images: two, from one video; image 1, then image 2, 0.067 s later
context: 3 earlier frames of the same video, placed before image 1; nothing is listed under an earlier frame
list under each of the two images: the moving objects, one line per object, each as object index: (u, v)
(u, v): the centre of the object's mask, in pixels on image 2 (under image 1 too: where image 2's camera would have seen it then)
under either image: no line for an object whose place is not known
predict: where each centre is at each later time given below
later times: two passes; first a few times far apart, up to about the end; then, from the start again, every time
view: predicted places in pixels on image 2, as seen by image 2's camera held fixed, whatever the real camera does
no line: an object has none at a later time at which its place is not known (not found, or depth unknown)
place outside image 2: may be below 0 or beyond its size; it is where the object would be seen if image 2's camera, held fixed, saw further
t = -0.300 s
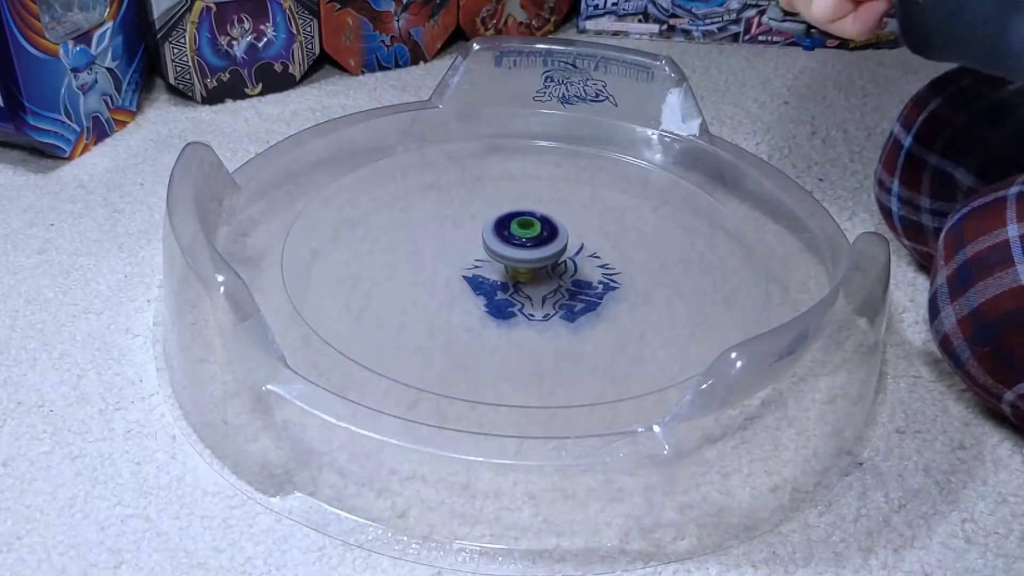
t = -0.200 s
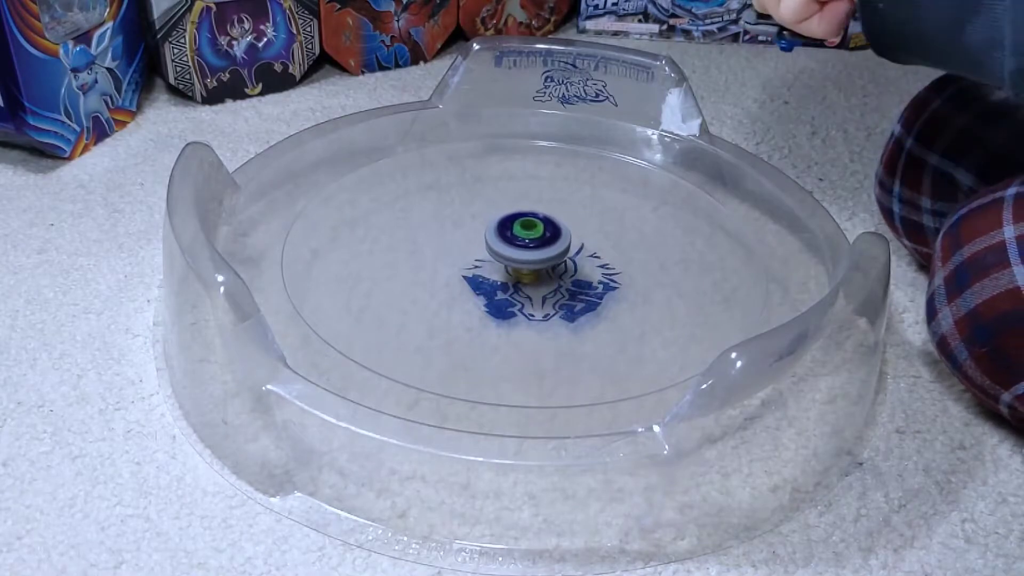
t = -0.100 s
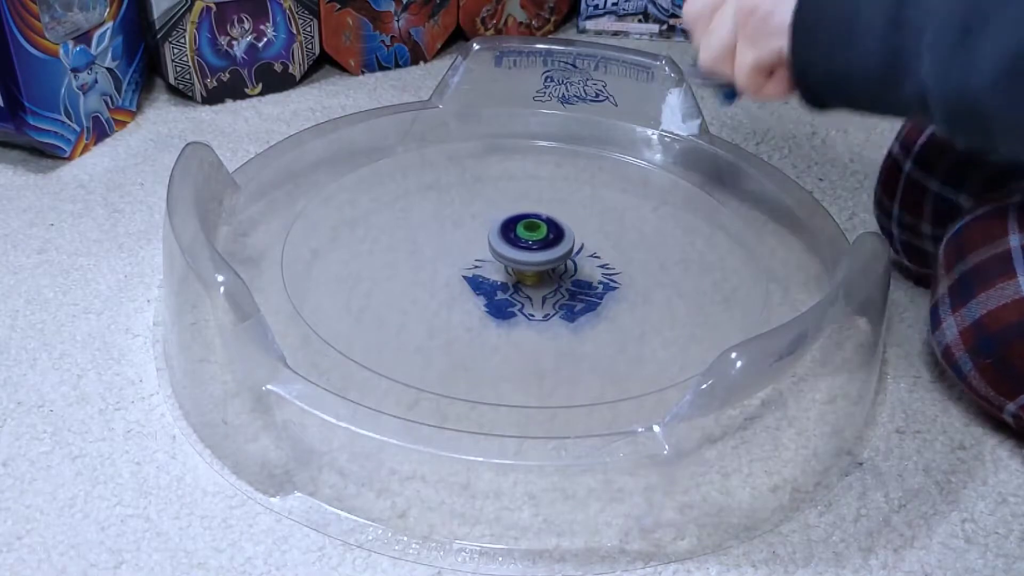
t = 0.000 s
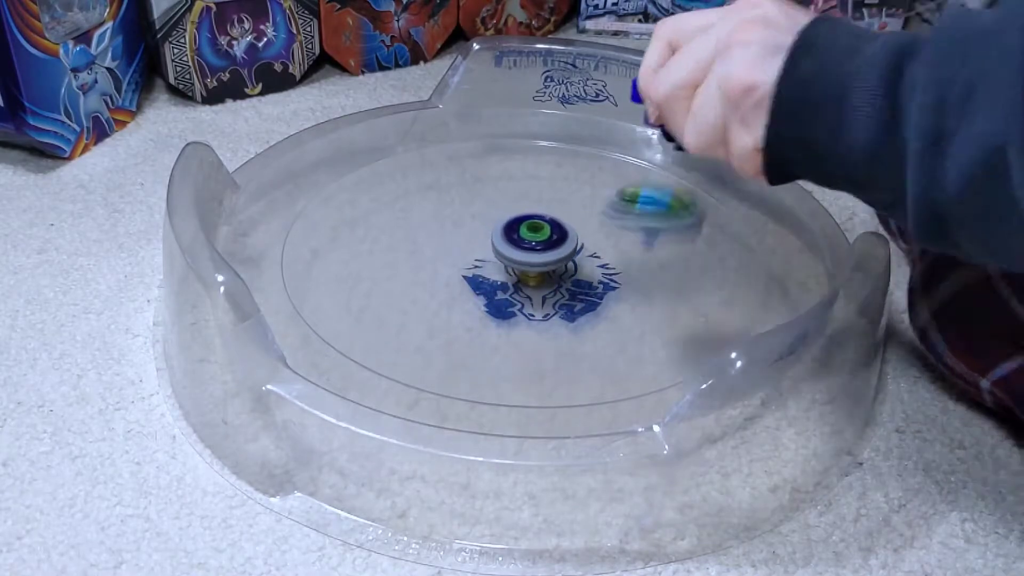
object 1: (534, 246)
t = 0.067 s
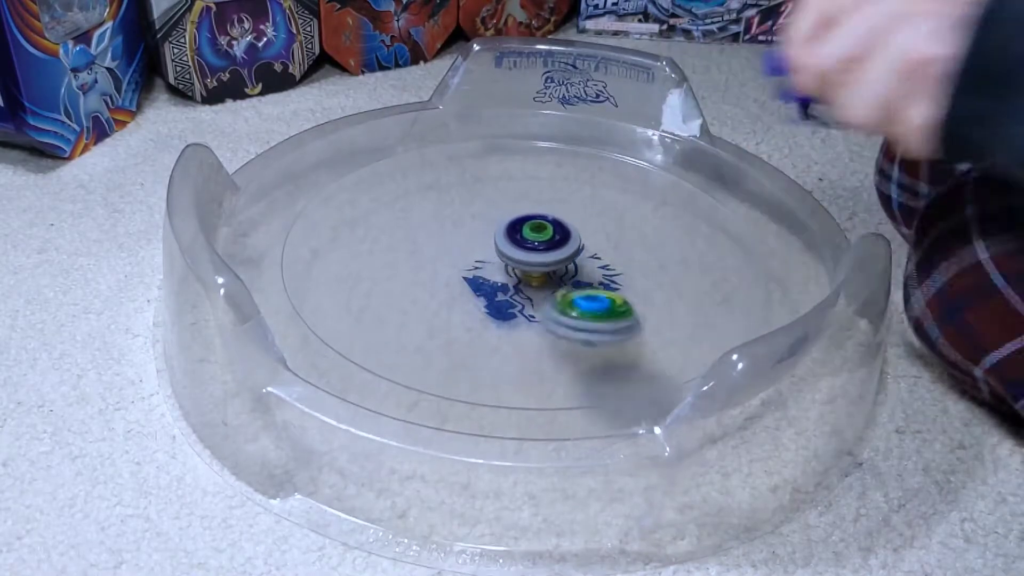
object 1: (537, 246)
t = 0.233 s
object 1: (543, 249)
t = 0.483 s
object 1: (548, 249)
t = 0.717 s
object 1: (546, 250)
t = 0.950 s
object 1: (639, 172)
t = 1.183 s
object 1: (565, 152)
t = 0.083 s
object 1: (538, 246)
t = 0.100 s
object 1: (538, 244)
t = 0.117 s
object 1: (540, 244)
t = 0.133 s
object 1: (540, 245)
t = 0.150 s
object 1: (541, 248)
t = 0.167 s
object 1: (541, 248)
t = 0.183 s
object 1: (542, 248)
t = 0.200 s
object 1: (542, 248)
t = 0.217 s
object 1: (542, 248)
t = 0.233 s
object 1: (543, 249)
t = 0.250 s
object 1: (544, 249)
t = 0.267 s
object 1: (545, 250)
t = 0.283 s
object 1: (545, 250)
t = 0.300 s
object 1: (546, 250)
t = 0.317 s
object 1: (546, 250)
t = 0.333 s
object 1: (546, 250)
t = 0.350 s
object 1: (546, 249)
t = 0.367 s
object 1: (547, 249)
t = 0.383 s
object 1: (547, 249)
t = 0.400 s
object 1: (547, 249)
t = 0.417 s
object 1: (547, 249)
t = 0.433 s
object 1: (547, 249)
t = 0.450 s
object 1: (547, 249)
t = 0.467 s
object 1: (548, 249)
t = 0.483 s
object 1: (548, 249)
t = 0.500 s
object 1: (548, 249)
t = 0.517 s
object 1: (548, 249)
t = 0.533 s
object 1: (547, 249)
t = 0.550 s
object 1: (547, 249)
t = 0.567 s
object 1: (547, 250)
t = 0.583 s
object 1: (547, 250)
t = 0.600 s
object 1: (547, 250)
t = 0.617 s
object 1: (547, 250)
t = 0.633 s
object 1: (547, 250)
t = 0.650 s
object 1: (547, 250)
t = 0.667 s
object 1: (547, 250)
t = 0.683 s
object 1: (547, 250)
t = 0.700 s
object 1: (546, 250)
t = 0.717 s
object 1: (546, 250)
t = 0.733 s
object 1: (546, 250)
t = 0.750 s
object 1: (545, 251)
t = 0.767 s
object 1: (545, 248)
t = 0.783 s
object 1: (547, 245)
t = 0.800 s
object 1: (561, 238)
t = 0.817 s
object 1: (574, 230)
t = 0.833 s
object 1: (586, 226)
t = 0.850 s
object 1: (597, 215)
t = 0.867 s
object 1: (608, 209)
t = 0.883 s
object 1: (617, 202)
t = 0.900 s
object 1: (625, 193)
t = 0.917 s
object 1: (631, 185)
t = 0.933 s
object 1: (636, 179)
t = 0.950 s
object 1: (639, 172)
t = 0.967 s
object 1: (640, 167)
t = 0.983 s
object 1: (640, 163)
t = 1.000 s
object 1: (637, 159)
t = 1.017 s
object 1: (634, 157)
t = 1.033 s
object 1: (629, 154)
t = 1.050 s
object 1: (623, 153)
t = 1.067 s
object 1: (617, 152)
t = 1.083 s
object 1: (610, 151)
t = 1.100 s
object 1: (603, 150)
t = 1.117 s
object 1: (596, 151)
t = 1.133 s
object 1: (588, 150)
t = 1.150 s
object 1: (580, 151)
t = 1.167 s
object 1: (572, 151)
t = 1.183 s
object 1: (565, 152)
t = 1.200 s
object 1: (556, 153)
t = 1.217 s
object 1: (548, 155)
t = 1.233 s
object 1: (541, 156)
